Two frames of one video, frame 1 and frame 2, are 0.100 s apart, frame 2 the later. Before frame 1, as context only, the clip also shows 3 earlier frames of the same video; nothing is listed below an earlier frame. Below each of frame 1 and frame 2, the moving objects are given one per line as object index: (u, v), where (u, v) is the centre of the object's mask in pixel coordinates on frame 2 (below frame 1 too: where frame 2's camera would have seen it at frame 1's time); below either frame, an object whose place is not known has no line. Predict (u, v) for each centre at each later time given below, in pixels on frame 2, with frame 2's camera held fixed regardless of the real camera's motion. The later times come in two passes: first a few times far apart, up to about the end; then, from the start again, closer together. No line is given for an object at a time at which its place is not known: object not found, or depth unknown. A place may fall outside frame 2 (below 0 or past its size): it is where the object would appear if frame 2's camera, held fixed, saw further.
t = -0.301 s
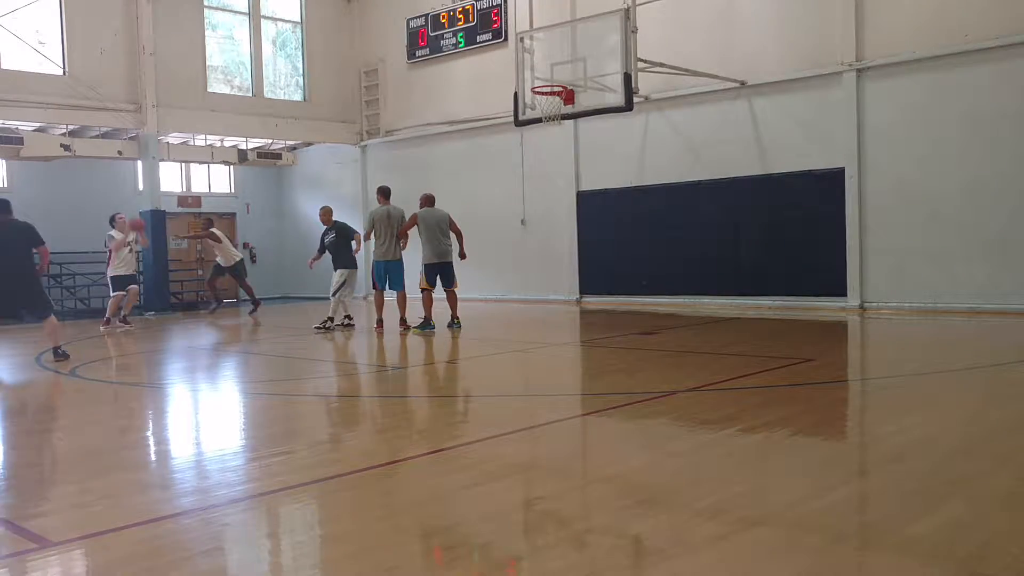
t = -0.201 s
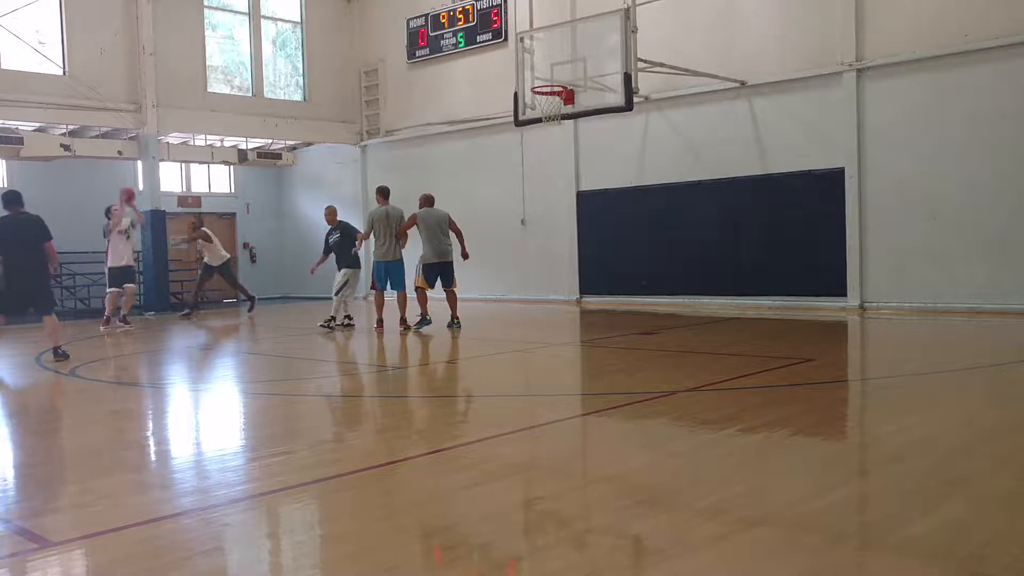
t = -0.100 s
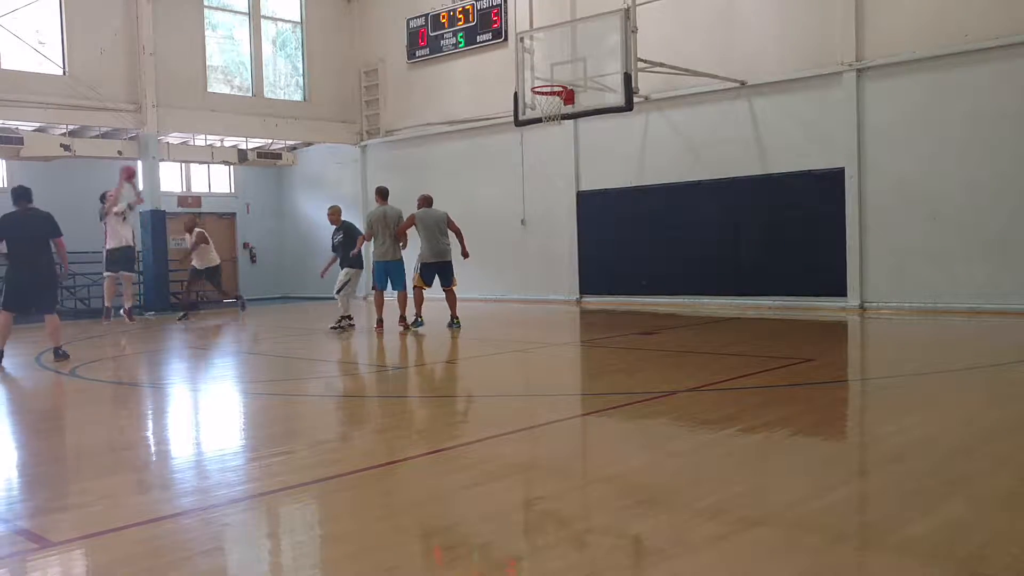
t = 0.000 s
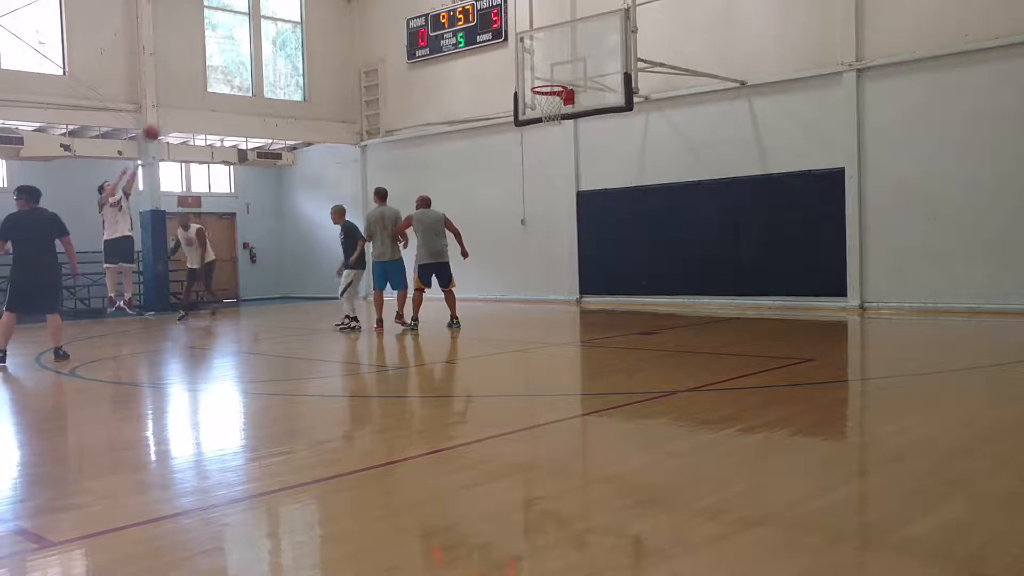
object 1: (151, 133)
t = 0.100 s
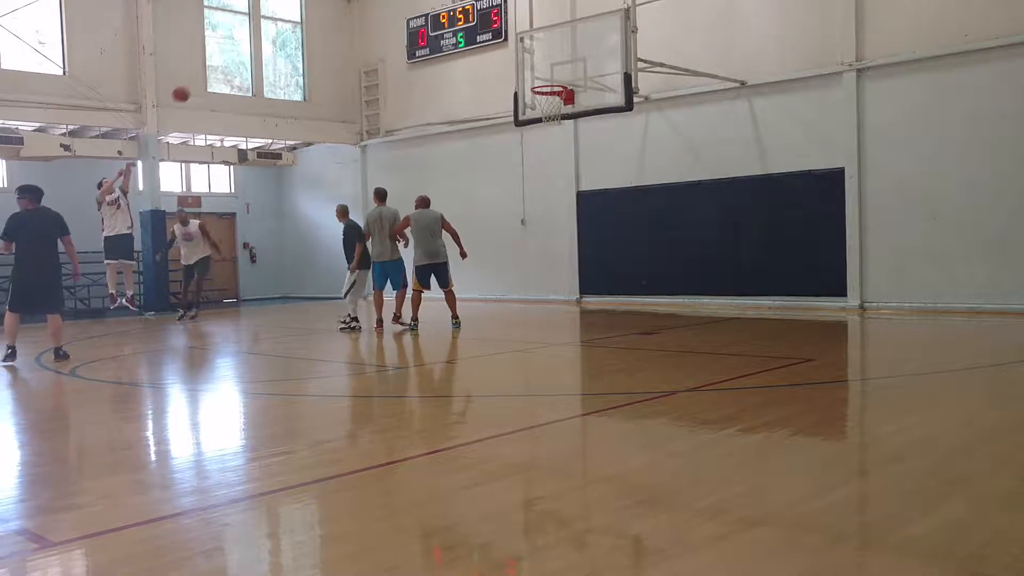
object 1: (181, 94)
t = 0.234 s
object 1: (223, 51)
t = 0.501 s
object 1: (312, 3)
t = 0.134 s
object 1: (191, 83)
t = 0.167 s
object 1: (201, 72)
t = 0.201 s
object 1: (212, 61)
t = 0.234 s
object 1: (223, 51)
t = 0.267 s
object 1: (233, 42)
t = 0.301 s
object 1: (244, 34)
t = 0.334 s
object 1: (255, 26)
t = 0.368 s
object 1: (266, 19)
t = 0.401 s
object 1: (277, 13)
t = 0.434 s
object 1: (288, 8)
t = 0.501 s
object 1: (312, 3)
